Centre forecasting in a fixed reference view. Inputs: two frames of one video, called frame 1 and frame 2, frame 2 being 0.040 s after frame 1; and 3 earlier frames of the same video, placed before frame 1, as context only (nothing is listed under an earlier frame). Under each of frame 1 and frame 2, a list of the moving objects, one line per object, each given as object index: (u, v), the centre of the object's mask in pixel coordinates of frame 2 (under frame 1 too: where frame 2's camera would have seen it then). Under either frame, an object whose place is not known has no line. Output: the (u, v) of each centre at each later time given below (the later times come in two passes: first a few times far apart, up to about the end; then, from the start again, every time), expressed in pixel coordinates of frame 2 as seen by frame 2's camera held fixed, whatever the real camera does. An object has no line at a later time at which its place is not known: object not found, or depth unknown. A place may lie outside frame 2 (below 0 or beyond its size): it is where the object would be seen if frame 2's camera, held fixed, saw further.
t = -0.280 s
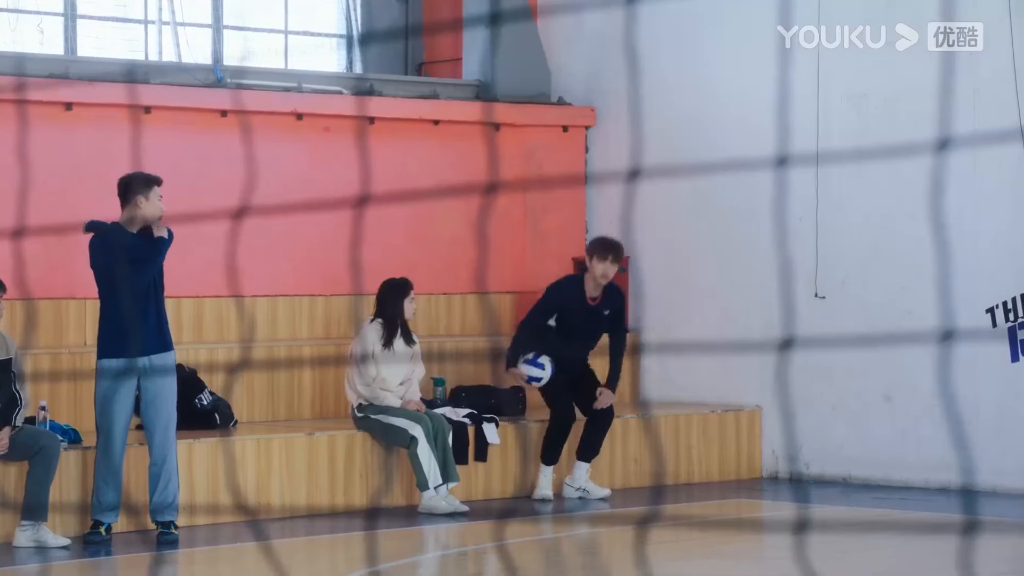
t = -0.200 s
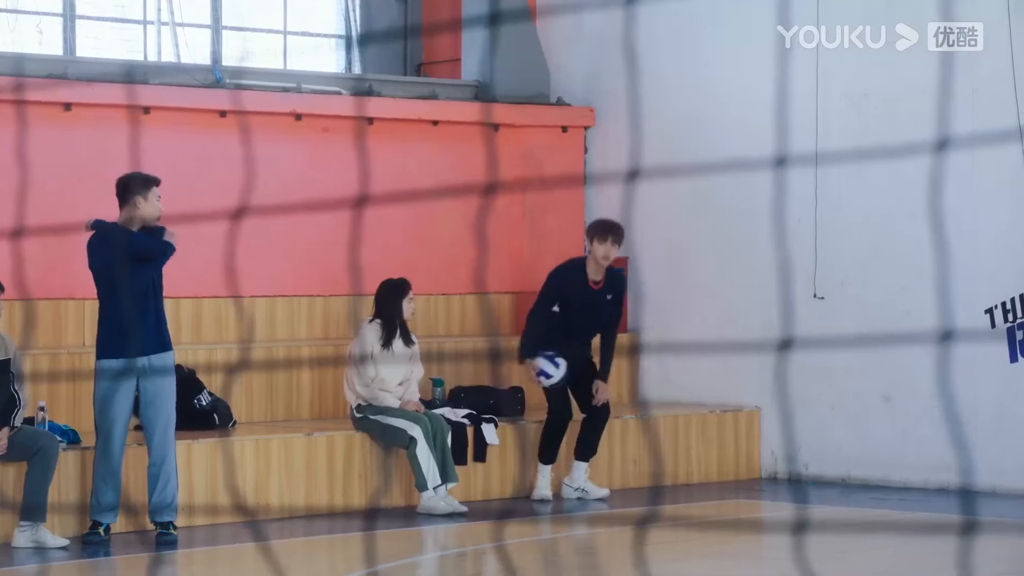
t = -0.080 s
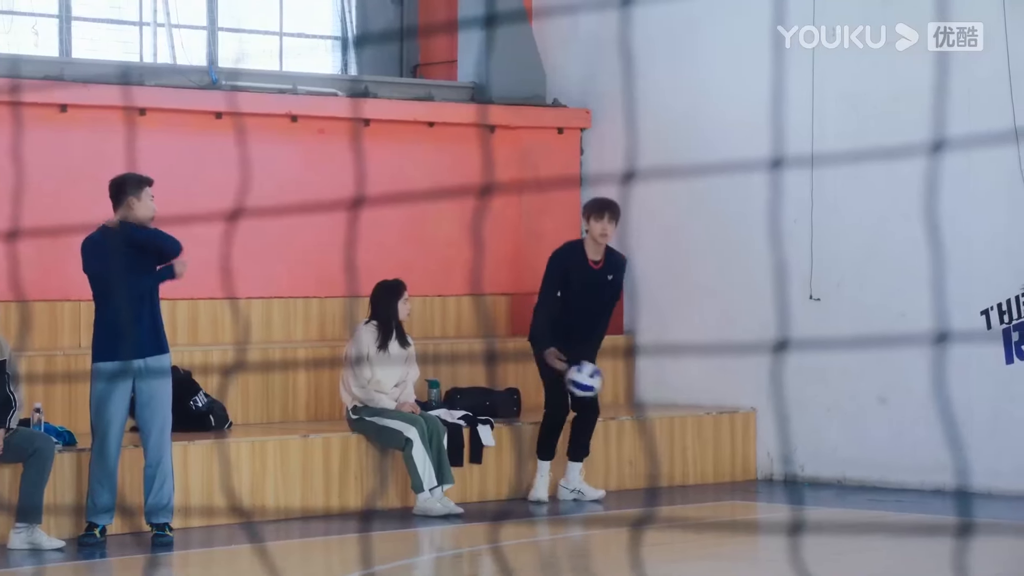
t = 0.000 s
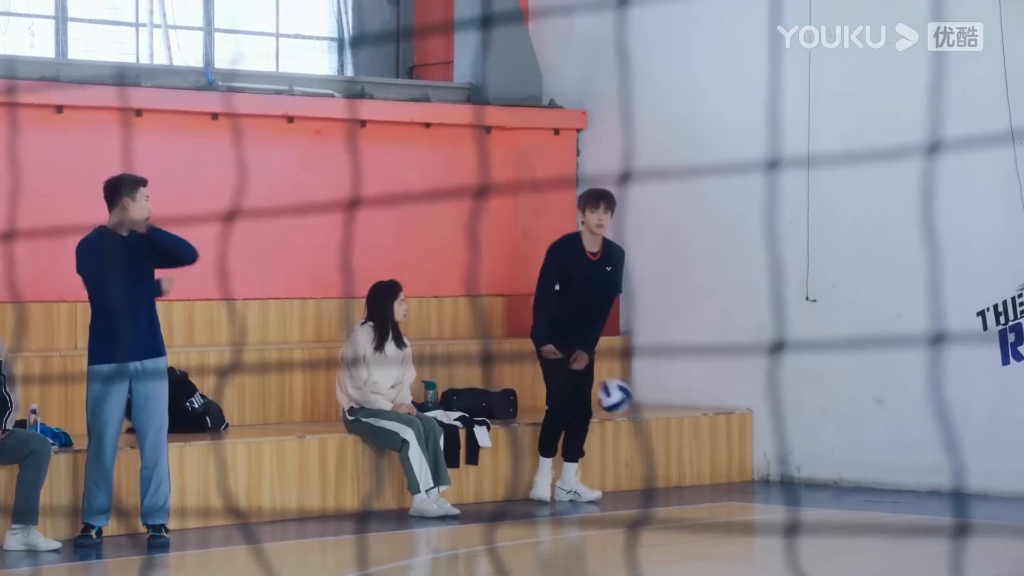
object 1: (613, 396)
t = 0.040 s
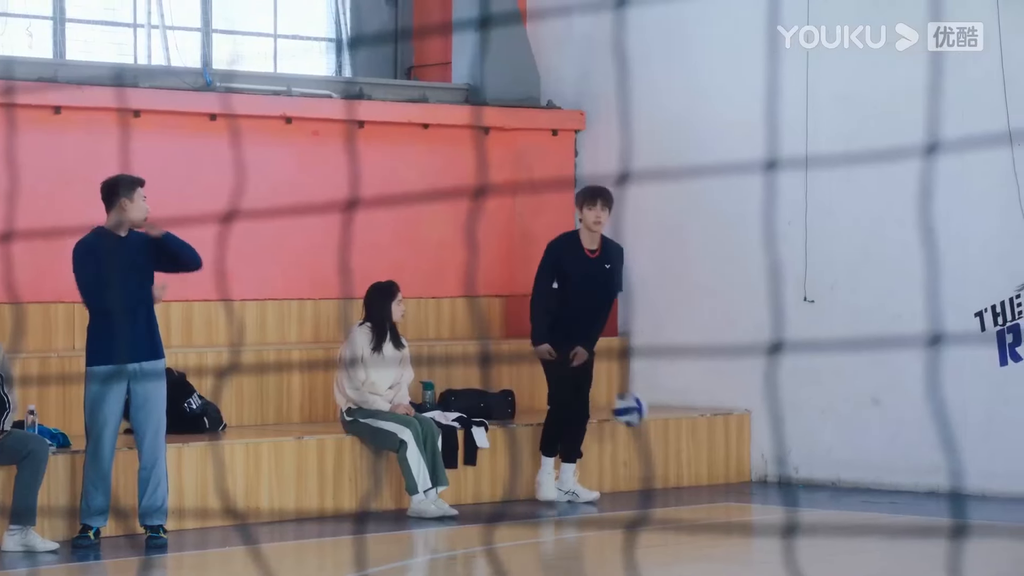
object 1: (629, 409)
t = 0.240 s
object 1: (710, 478)
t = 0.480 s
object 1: (777, 419)
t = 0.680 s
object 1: (832, 442)
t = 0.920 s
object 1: (897, 456)
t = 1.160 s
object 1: (961, 467)
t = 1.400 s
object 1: (971, 470)
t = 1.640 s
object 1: (971, 482)
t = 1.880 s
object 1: (982, 489)
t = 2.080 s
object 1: (990, 491)
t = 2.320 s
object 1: (999, 493)
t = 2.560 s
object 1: (1008, 495)
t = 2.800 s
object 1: (1016, 496)
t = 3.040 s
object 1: (1023, 497)
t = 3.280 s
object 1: (1030, 500)
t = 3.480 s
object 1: (1036, 502)
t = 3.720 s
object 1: (1045, 503)
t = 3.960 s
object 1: (1053, 504)
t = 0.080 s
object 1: (646, 422)
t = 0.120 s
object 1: (664, 440)
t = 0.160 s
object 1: (680, 460)
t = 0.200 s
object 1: (697, 482)
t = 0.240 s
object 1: (710, 478)
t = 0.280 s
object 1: (721, 462)
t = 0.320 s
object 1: (733, 449)
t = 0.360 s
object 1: (744, 438)
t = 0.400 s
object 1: (755, 430)
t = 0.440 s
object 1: (766, 423)
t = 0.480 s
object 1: (777, 419)
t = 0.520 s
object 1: (788, 419)
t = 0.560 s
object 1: (800, 421)
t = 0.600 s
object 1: (810, 425)
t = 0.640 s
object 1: (821, 432)
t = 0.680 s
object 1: (832, 442)
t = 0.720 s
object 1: (843, 456)
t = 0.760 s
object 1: (855, 471)
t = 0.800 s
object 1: (866, 486)
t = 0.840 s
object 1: (877, 474)
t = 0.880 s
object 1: (886, 464)
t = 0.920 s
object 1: (897, 456)
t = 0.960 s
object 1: (907, 451)
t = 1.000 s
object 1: (919, 449)
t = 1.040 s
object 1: (929, 451)
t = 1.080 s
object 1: (939, 454)
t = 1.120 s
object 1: (950, 459)
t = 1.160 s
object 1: (961, 467)
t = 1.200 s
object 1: (972, 477)
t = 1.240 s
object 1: (980, 481)
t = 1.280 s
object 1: (978, 474)
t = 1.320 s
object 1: (976, 471)
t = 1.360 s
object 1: (973, 469)
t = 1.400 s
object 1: (971, 470)
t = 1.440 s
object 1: (969, 474)
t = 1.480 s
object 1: (967, 479)
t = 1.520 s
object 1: (965, 486)
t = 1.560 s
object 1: (967, 483)
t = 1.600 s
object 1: (969, 481)
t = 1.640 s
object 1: (971, 482)
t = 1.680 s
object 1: (973, 486)
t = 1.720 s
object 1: (974, 488)
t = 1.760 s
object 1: (976, 485)
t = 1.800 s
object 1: (978, 486)
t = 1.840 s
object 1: (980, 489)
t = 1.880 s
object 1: (982, 489)
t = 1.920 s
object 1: (983, 489)
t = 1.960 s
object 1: (985, 490)
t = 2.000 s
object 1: (986, 490)
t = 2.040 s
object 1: (988, 491)
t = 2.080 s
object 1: (990, 491)
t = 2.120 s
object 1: (991, 491)
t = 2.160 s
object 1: (993, 492)
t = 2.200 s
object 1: (995, 492)
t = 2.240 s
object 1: (997, 492)
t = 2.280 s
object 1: (998, 493)
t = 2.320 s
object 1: (999, 493)
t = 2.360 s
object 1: (1001, 493)
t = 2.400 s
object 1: (1003, 493)
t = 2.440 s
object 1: (1004, 494)
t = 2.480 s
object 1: (1006, 495)
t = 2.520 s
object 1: (1007, 495)
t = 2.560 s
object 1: (1008, 495)
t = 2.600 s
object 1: (1009, 495)
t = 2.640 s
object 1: (1010, 495)
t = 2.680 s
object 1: (1012, 496)
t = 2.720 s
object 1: (1013, 496)
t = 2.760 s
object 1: (1014, 496)
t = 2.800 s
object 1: (1016, 496)
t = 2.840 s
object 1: (1017, 496)
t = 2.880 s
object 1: (1019, 497)
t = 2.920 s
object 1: (1020, 498)
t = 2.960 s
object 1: (1020, 498)
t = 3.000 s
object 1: (1021, 497)
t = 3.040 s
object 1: (1023, 497)
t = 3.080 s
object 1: (1024, 498)
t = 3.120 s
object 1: (1025, 499)
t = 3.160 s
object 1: (1027, 499)
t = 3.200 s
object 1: (1028, 500)
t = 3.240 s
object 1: (1028, 500)
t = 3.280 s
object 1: (1030, 500)
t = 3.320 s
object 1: (1031, 500)
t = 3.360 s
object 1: (1032, 501)
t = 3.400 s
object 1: (1033, 501)
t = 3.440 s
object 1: (1035, 501)
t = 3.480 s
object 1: (1036, 502)
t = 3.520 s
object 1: (1038, 501)
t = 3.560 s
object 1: (1040, 502)
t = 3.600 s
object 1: (1042, 502)
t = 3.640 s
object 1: (1043, 503)
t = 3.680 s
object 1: (1044, 503)
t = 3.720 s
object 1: (1045, 503)
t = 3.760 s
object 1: (1047, 503)
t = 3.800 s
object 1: (1048, 503)
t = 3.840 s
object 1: (1049, 503)
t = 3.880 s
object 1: (1051, 504)
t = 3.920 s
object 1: (1053, 504)
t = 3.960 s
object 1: (1053, 504)
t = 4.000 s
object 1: (1054, 504)
